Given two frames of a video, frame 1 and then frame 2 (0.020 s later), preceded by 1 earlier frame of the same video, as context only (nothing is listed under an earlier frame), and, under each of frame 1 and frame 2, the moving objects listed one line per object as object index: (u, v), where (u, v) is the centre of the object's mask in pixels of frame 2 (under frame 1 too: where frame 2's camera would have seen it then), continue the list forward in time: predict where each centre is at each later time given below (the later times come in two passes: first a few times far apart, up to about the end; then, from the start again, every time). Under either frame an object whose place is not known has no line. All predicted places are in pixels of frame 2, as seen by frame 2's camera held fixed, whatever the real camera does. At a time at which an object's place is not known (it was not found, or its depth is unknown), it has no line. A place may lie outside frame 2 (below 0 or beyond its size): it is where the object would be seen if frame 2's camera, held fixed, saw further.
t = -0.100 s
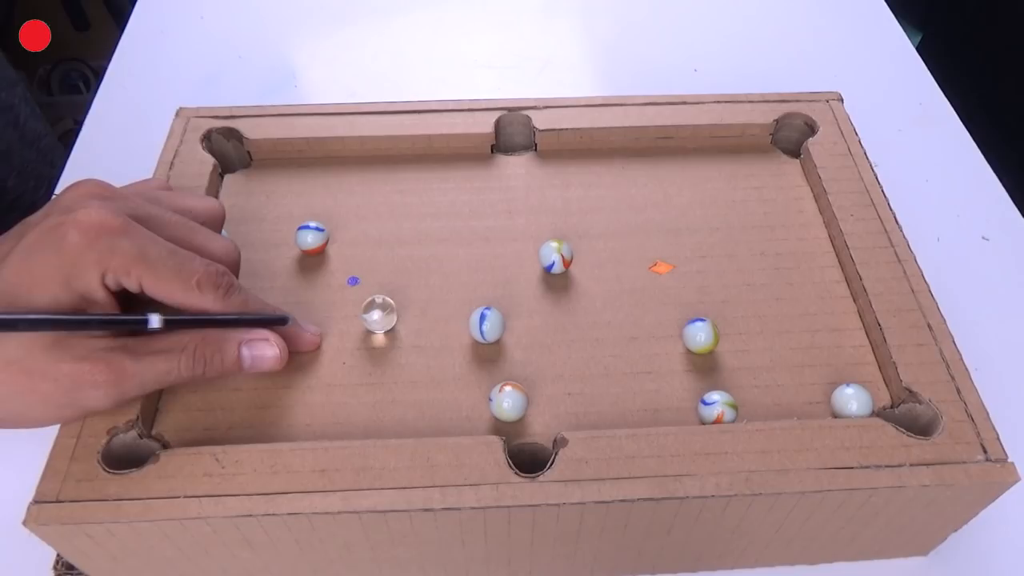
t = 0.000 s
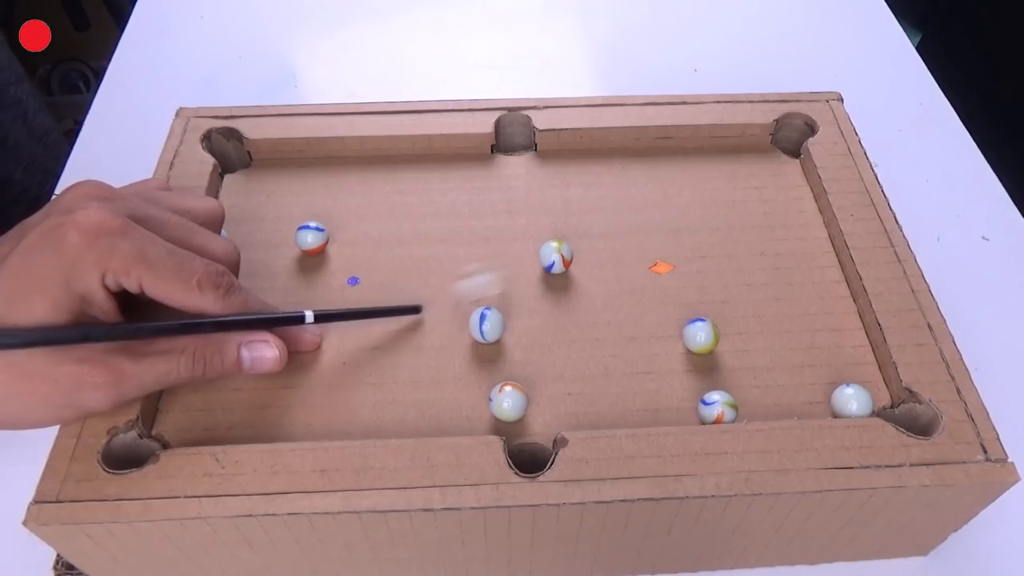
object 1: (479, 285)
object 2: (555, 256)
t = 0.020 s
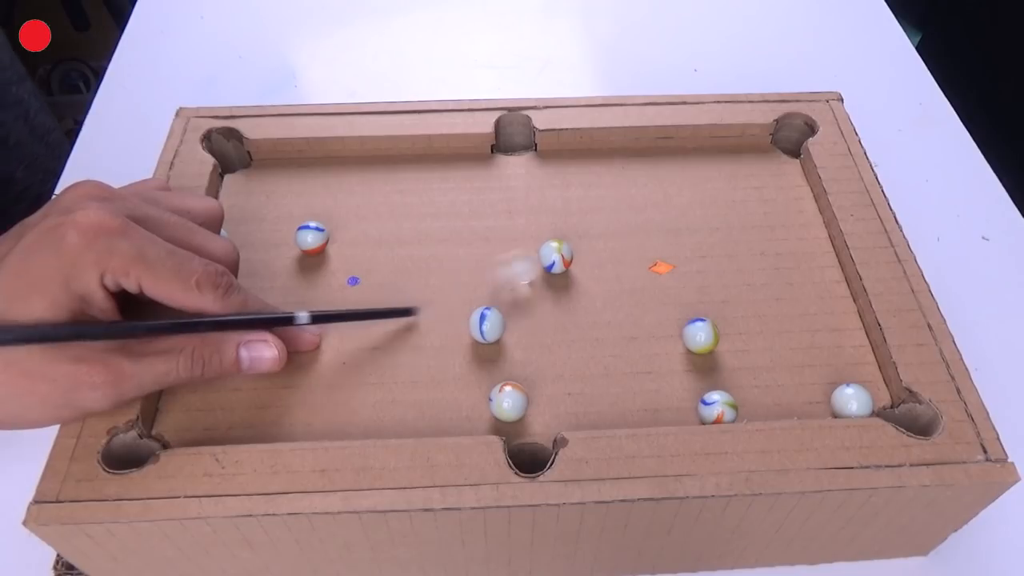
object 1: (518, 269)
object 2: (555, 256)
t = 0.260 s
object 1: (582, 236)
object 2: (781, 177)
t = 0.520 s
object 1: (637, 203)
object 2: (690, 152)
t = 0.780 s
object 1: (684, 175)
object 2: (619, 174)
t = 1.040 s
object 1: (721, 150)
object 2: (554, 200)
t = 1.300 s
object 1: (746, 150)
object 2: (494, 231)
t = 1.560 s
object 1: (755, 143)
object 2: (438, 261)
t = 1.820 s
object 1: (755, 147)
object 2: (376, 287)
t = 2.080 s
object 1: (748, 144)
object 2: (309, 309)
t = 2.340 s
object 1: (746, 146)
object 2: (240, 323)
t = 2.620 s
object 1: (747, 146)
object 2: (202, 313)
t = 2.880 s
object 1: (747, 146)
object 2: (229, 300)
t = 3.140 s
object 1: (747, 146)
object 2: (231, 293)
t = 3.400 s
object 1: (747, 146)
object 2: (219, 289)
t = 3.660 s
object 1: (747, 146)
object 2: (210, 281)
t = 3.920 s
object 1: (747, 146)
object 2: (204, 279)
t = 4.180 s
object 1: (747, 146)
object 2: (204, 272)
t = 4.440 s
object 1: (747, 146)
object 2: (205, 265)
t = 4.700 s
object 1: (747, 146)
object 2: (204, 270)
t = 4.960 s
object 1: (747, 146)
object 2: (205, 270)
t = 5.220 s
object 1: (747, 146)
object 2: (205, 270)
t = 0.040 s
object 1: (525, 264)
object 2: (579, 249)
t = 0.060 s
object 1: (530, 262)
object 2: (610, 240)
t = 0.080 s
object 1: (535, 259)
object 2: (639, 230)
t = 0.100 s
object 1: (541, 257)
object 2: (665, 222)
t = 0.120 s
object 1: (547, 254)
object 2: (689, 215)
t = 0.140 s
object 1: (552, 251)
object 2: (711, 211)
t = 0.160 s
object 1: (557, 249)
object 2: (732, 205)
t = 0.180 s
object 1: (562, 246)
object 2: (753, 198)
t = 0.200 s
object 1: (567, 244)
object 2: (776, 192)
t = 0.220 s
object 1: (572, 241)
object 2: (798, 185)
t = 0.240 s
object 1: (577, 238)
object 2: (793, 180)
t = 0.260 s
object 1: (582, 236)
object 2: (781, 177)
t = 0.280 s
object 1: (587, 233)
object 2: (774, 173)
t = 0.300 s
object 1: (591, 231)
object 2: (765, 169)
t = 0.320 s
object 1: (596, 228)
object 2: (757, 165)
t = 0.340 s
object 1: (600, 225)
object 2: (749, 161)
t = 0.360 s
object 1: (604, 222)
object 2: (742, 157)
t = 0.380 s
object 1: (609, 219)
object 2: (735, 153)
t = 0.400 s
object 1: (613, 217)
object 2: (727, 149)
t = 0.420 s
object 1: (617, 215)
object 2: (719, 146)
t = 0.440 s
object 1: (621, 213)
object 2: (714, 144)
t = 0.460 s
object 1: (625, 210)
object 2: (708, 147)
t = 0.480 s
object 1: (630, 208)
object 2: (702, 149)
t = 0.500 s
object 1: (634, 206)
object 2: (696, 150)
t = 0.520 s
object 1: (637, 203)
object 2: (690, 152)
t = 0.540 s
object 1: (641, 201)
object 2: (685, 153)
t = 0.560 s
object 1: (644, 199)
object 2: (680, 155)
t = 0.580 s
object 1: (648, 196)
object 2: (673, 156)
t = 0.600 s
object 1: (653, 194)
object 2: (668, 158)
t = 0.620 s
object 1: (657, 192)
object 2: (662, 159)
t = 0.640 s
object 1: (660, 190)
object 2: (656, 161)
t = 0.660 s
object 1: (663, 188)
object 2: (650, 162)
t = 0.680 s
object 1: (667, 186)
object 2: (645, 164)
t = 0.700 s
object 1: (671, 183)
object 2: (640, 166)
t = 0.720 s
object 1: (675, 181)
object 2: (635, 168)
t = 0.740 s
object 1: (678, 179)
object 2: (629, 170)
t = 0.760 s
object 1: (681, 177)
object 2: (624, 172)
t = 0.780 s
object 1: (684, 175)
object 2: (619, 174)
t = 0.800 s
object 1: (688, 173)
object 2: (615, 176)
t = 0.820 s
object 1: (691, 171)
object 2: (609, 178)
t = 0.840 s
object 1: (694, 169)
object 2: (604, 179)
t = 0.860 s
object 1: (697, 167)
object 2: (599, 181)
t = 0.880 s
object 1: (700, 165)
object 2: (594, 183)
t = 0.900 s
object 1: (702, 163)
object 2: (589, 185)
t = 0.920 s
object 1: (705, 161)
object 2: (583, 187)
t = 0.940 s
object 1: (708, 159)
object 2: (578, 189)
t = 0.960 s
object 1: (711, 157)
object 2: (573, 191)
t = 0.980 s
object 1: (714, 155)
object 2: (568, 193)
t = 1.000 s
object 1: (716, 153)
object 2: (563, 195)
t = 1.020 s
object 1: (719, 151)
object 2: (558, 198)
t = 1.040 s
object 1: (721, 150)
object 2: (554, 200)
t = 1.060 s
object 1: (723, 147)
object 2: (549, 203)
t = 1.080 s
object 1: (726, 145)
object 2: (545, 204)
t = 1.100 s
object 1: (728, 145)
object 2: (540, 206)
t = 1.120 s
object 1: (730, 145)
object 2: (535, 209)
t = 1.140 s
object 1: (732, 146)
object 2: (530, 211)
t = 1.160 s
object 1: (735, 147)
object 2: (526, 213)
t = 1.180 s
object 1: (737, 148)
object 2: (521, 215)
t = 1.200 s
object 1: (739, 149)
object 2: (516, 217)
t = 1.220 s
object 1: (741, 149)
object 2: (512, 220)
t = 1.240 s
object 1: (742, 150)
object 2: (508, 222)
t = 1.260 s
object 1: (744, 150)
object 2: (503, 225)
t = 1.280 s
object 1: (745, 150)
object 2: (499, 227)
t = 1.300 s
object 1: (746, 150)
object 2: (494, 231)
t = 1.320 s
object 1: (748, 150)
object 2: (490, 234)
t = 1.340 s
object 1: (749, 150)
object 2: (485, 236)
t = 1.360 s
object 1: (750, 150)
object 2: (481, 239)
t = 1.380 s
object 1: (751, 149)
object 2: (477, 241)
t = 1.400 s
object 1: (752, 149)
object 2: (474, 243)
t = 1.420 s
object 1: (752, 148)
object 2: (469, 245)
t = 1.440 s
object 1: (753, 147)
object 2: (465, 247)
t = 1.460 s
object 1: (753, 146)
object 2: (461, 250)
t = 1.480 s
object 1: (754, 145)
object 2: (456, 253)
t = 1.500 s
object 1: (754, 144)
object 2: (452, 254)
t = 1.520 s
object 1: (754, 144)
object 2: (447, 257)
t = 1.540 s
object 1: (754, 143)
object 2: (442, 259)
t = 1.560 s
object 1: (755, 143)
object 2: (438, 261)
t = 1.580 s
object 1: (755, 143)
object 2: (433, 264)
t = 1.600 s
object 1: (755, 144)
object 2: (429, 266)
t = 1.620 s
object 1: (756, 144)
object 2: (425, 268)
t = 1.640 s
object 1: (756, 144)
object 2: (420, 270)
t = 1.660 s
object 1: (756, 145)
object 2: (414, 272)
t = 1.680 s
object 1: (756, 145)
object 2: (409, 274)
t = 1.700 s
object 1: (756, 146)
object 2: (405, 276)
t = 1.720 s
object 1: (756, 146)
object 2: (400, 278)
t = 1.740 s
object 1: (756, 146)
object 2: (395, 280)
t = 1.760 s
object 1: (756, 147)
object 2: (390, 282)
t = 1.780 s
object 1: (755, 147)
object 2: (385, 285)
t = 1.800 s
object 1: (755, 147)
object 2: (381, 286)
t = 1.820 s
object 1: (755, 147)
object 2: (376, 287)
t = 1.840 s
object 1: (754, 147)
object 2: (372, 289)
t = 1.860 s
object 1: (753, 146)
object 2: (366, 291)
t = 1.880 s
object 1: (753, 146)
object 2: (362, 293)
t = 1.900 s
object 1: (752, 146)
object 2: (357, 295)
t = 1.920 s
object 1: (752, 146)
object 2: (351, 297)
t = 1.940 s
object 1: (751, 146)
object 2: (346, 299)
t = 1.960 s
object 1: (751, 146)
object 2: (341, 301)
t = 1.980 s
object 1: (750, 145)
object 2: (336, 303)
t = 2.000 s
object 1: (750, 145)
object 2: (330, 304)
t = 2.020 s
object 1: (749, 145)
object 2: (325, 306)
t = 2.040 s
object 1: (749, 145)
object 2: (320, 307)
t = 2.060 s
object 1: (748, 144)
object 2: (314, 308)
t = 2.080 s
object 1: (748, 144)
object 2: (309, 309)
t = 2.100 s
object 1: (748, 144)
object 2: (304, 311)
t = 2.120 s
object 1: (747, 145)
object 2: (299, 312)
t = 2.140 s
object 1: (747, 145)
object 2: (294, 313)
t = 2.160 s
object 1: (747, 145)
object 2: (288, 314)
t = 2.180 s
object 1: (747, 145)
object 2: (283, 316)
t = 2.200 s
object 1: (747, 145)
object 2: (277, 317)
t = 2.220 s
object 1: (747, 145)
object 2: (272, 318)
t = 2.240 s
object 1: (747, 146)
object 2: (267, 320)
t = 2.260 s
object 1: (747, 146)
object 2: (262, 320)
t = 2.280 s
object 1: (747, 146)
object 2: (257, 321)
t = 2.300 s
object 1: (747, 146)
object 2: (251, 322)
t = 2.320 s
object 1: (747, 146)
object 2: (246, 323)
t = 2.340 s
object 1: (746, 146)
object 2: (240, 323)
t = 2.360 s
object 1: (746, 146)
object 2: (234, 323)
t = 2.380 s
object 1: (746, 146)
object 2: (229, 323)
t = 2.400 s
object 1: (746, 146)
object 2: (223, 323)
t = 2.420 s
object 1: (746, 146)
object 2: (218, 322)
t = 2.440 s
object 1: (747, 146)
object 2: (212, 322)
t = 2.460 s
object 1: (747, 146)
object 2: (206, 320)
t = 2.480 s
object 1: (747, 146)
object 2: (200, 320)
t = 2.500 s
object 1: (747, 146)
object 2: (196, 319)
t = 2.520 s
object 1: (747, 146)
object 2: (191, 318)
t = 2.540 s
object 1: (747, 146)
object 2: (193, 317)
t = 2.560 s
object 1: (747, 146)
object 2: (195, 316)
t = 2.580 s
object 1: (747, 146)
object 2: (198, 315)
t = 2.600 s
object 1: (747, 146)
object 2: (200, 314)
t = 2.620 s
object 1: (747, 146)
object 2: (202, 313)
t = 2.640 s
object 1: (747, 146)
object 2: (204, 312)
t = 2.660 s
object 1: (747, 146)
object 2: (207, 311)
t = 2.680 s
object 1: (747, 146)
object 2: (210, 310)
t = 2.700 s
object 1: (747, 146)
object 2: (213, 309)
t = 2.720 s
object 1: (747, 146)
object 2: (215, 308)
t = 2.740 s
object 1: (747, 146)
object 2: (218, 307)
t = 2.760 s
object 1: (747, 146)
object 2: (220, 306)
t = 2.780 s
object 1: (747, 146)
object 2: (222, 305)
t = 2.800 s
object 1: (747, 146)
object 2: (223, 304)
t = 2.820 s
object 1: (747, 146)
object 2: (225, 303)
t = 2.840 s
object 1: (747, 146)
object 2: (226, 302)
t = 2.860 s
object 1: (747, 146)
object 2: (228, 301)
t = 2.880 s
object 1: (747, 146)
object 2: (229, 300)
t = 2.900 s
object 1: (747, 146)
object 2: (230, 299)
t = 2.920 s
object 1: (747, 146)
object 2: (231, 298)
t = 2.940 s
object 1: (747, 146)
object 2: (231, 297)
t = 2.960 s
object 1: (747, 146)
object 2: (231, 297)
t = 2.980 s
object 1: (747, 146)
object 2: (232, 296)
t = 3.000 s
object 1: (747, 146)
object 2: (232, 296)
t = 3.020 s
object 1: (747, 146)
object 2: (232, 295)
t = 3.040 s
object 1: (747, 146)
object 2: (232, 294)
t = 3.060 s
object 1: (747, 146)
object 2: (232, 294)
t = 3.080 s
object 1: (747, 146)
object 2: (232, 294)
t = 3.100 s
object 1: (747, 146)
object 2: (232, 293)
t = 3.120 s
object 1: (747, 146)
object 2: (231, 293)
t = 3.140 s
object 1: (747, 146)
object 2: (231, 293)
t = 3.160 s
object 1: (747, 146)
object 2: (230, 292)
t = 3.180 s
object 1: (747, 146)
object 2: (229, 293)
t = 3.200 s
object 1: (747, 146)
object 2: (228, 293)
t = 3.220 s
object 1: (747, 146)
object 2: (228, 292)
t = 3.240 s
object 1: (747, 146)
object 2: (227, 292)
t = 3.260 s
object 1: (747, 146)
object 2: (226, 292)
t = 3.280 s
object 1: (747, 146)
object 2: (225, 292)
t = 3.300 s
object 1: (747, 146)
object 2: (224, 292)
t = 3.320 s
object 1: (747, 146)
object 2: (223, 291)
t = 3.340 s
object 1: (747, 146)
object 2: (222, 291)
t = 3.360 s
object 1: (747, 146)
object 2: (221, 291)
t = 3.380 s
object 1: (747, 146)
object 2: (220, 290)
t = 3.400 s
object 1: (747, 146)
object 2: (219, 289)
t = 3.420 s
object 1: (747, 146)
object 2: (218, 289)
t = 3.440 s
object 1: (747, 146)
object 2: (218, 288)
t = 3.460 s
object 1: (747, 146)
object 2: (217, 287)
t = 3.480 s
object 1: (747, 146)
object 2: (217, 286)
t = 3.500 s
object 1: (747, 146)
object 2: (216, 286)
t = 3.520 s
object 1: (747, 146)
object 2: (215, 285)
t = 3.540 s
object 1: (747, 146)
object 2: (214, 284)
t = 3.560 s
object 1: (747, 146)
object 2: (213, 284)
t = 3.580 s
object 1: (747, 146)
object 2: (212, 283)
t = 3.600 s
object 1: (747, 146)
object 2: (212, 283)
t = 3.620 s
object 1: (747, 146)
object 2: (211, 282)
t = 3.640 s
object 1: (747, 146)
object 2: (210, 282)
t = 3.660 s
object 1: (747, 146)
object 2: (210, 281)
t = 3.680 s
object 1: (747, 146)
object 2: (210, 281)
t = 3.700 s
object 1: (747, 146)
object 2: (209, 280)
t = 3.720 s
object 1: (747, 146)
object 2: (209, 280)
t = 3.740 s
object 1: (747, 146)
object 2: (208, 279)
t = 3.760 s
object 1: (747, 146)
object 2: (208, 279)
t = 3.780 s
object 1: (747, 146)
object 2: (208, 279)
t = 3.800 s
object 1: (747, 146)
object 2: (207, 279)
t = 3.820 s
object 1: (747, 146)
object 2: (207, 279)
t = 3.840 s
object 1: (747, 146)
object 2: (206, 279)
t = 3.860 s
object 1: (747, 146)
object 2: (206, 279)
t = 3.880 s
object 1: (747, 146)
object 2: (205, 279)
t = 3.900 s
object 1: (747, 146)
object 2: (205, 279)
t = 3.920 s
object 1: (747, 146)
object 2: (204, 279)
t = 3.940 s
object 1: (747, 146)
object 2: (204, 279)
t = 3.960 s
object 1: (747, 146)
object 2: (203, 278)
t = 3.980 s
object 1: (747, 146)
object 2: (203, 278)
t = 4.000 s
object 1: (747, 146)
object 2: (203, 277)
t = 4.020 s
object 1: (747, 146)
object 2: (203, 277)
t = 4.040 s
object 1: (747, 146)
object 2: (203, 277)
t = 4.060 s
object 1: (747, 146)
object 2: (203, 276)
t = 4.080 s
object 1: (747, 146)
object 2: (203, 275)
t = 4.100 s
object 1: (747, 146)
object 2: (203, 275)
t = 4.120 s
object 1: (747, 146)
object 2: (204, 274)
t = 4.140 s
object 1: (747, 146)
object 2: (204, 274)
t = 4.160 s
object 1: (747, 146)
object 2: (204, 273)
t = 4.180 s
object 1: (747, 146)
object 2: (204, 272)
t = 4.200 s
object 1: (747, 146)
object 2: (204, 272)
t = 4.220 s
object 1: (747, 146)
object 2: (204, 271)
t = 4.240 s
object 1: (747, 146)
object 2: (205, 270)
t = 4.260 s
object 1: (747, 146)
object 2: (205, 269)
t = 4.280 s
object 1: (747, 146)
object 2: (205, 268)
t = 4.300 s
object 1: (747, 146)
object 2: (205, 268)
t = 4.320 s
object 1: (747, 146)
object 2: (205, 267)
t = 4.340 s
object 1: (747, 146)
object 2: (205, 266)
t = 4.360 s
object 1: (747, 146)
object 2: (205, 266)
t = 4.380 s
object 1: (747, 146)
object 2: (205, 265)
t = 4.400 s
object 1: (747, 146)
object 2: (206, 265)
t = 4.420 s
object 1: (747, 146)
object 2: (206, 265)
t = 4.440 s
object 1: (747, 146)
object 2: (205, 265)
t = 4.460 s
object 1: (747, 146)
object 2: (205, 265)
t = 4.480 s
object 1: (747, 146)
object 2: (205, 265)
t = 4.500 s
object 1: (747, 146)
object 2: (205, 266)
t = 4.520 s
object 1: (747, 146)
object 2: (205, 266)
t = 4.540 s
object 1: (747, 146)
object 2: (205, 267)
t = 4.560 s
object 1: (747, 146)
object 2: (205, 267)
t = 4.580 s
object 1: (747, 146)
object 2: (205, 268)
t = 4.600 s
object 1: (747, 146)
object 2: (205, 268)
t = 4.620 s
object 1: (747, 146)
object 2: (205, 269)
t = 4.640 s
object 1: (747, 146)
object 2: (205, 269)
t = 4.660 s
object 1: (747, 146)
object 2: (205, 270)
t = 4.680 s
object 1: (747, 146)
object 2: (205, 270)
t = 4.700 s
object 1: (747, 146)
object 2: (204, 270)
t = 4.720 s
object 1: (747, 146)
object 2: (204, 270)
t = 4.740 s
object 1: (747, 146)
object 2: (204, 270)
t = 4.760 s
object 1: (747, 146)
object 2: (205, 270)
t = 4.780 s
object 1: (747, 146)
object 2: (204, 270)
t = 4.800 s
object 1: (747, 146)
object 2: (204, 270)
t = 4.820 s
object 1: (747, 146)
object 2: (204, 270)
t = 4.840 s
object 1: (747, 146)
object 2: (204, 270)
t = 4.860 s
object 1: (747, 146)
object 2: (204, 270)
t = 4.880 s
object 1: (747, 146)
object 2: (205, 270)
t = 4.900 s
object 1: (747, 146)
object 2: (204, 270)
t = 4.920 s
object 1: (747, 146)
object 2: (204, 270)
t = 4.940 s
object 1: (747, 146)
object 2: (204, 270)
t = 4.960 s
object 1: (747, 146)
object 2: (205, 270)
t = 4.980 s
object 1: (747, 146)
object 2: (205, 270)
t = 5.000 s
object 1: (747, 146)
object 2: (204, 270)
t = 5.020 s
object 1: (747, 146)
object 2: (204, 270)
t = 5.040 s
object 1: (747, 146)
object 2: (204, 270)
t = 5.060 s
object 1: (747, 146)
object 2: (205, 270)
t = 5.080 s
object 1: (747, 146)
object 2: (205, 270)
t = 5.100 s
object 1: (747, 146)
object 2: (204, 270)
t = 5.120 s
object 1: (747, 146)
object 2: (205, 270)
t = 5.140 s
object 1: (747, 146)
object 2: (205, 270)
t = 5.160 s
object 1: (747, 146)
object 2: (204, 270)
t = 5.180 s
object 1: (747, 146)
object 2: (204, 270)
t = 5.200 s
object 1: (747, 146)
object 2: (205, 270)
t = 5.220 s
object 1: (747, 146)
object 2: (205, 270)
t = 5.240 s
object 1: (747, 146)
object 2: (205, 270)
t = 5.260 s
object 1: (747, 146)
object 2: (205, 270)
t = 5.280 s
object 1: (747, 146)
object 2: (205, 270)
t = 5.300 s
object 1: (747, 146)
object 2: (205, 270)
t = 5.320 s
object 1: (747, 146)
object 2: (205, 270)
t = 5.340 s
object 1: (747, 146)
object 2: (205, 270)
